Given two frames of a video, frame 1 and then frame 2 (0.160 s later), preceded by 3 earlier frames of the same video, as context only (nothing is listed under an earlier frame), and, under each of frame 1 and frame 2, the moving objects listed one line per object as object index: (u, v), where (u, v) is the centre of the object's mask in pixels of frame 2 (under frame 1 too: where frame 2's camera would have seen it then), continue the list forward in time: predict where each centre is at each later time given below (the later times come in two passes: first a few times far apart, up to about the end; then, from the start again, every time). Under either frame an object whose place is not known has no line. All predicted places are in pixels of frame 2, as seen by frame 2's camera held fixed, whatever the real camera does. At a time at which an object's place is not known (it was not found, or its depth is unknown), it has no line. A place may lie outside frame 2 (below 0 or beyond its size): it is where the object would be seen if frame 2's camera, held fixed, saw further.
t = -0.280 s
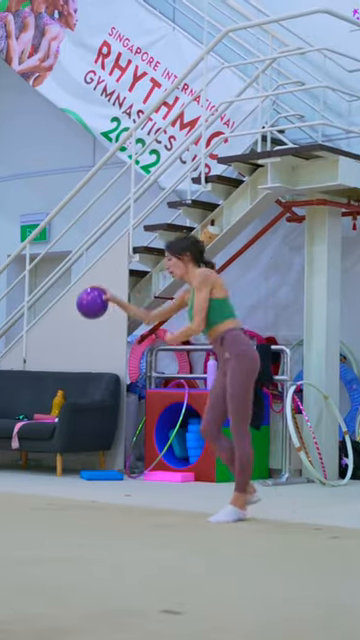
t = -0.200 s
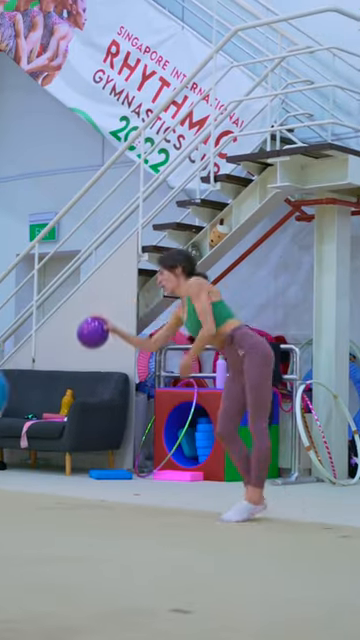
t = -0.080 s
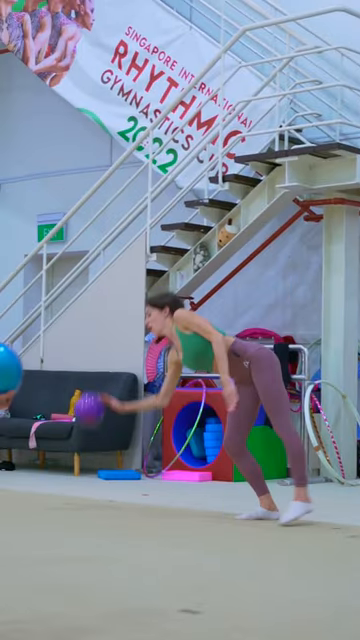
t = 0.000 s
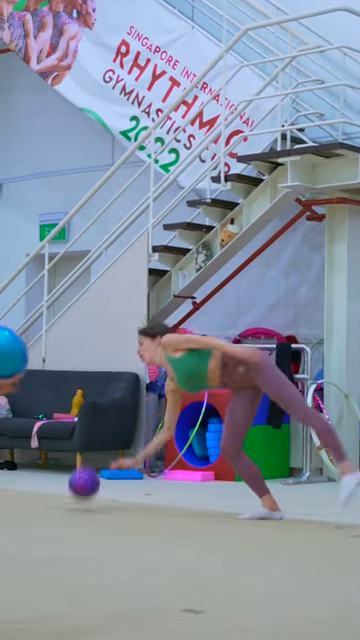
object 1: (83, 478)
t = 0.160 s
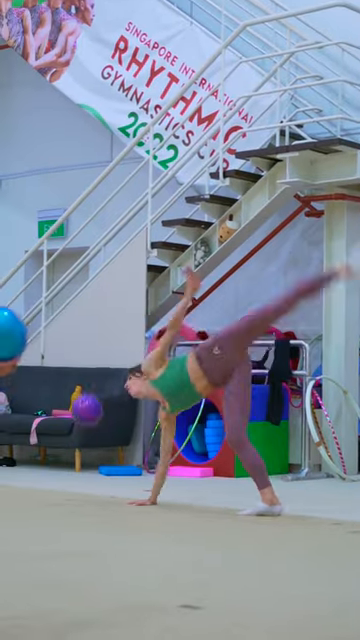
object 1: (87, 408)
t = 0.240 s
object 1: (88, 371)
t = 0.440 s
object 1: (94, 326)
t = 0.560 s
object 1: (84, 355)
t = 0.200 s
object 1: (88, 388)
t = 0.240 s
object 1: (88, 371)
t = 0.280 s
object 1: (90, 356)
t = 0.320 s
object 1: (91, 345)
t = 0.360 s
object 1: (92, 336)
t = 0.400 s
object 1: (93, 330)
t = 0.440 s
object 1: (94, 326)
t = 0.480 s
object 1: (95, 326)
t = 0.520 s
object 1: (90, 338)
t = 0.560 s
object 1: (84, 355)
